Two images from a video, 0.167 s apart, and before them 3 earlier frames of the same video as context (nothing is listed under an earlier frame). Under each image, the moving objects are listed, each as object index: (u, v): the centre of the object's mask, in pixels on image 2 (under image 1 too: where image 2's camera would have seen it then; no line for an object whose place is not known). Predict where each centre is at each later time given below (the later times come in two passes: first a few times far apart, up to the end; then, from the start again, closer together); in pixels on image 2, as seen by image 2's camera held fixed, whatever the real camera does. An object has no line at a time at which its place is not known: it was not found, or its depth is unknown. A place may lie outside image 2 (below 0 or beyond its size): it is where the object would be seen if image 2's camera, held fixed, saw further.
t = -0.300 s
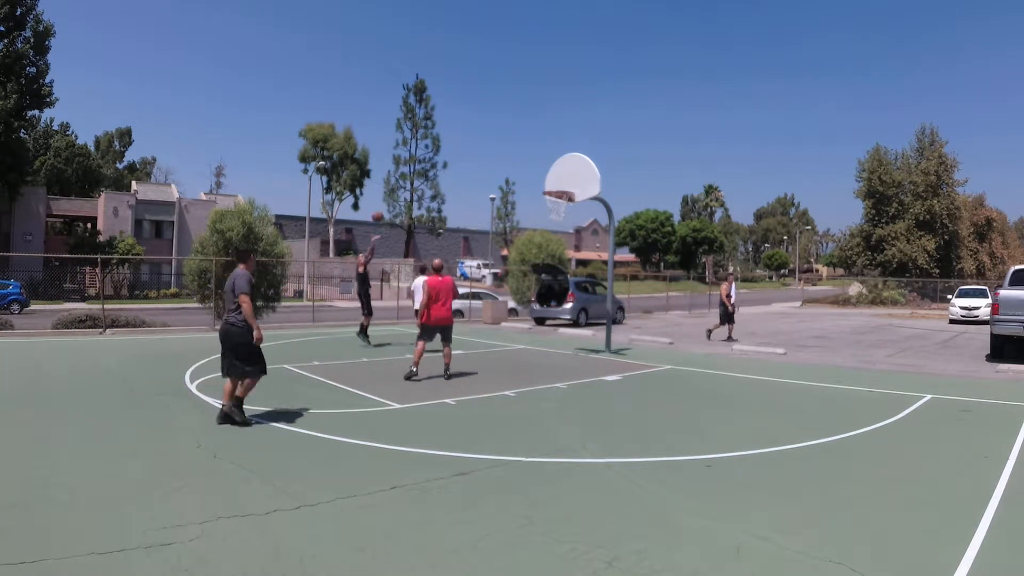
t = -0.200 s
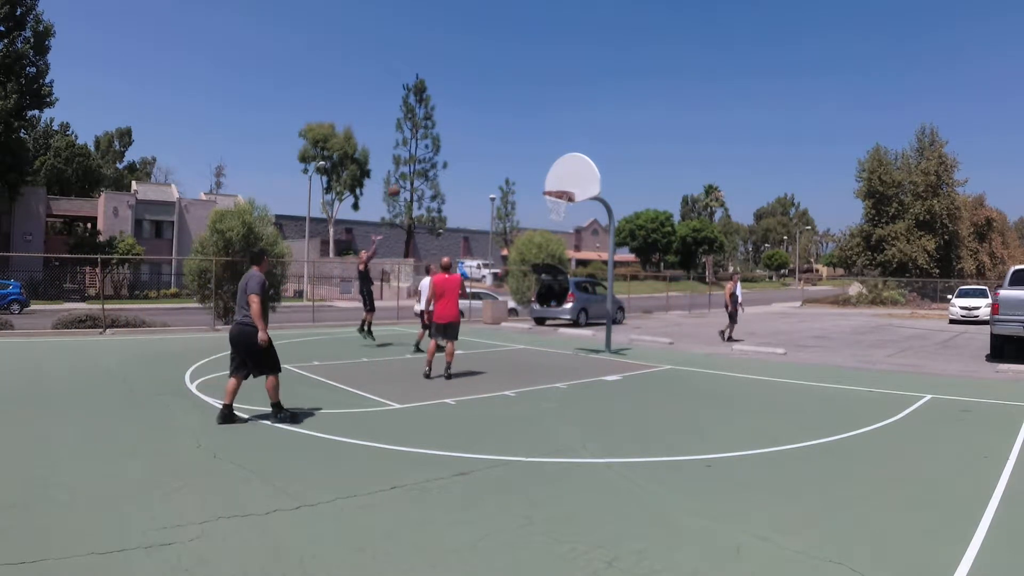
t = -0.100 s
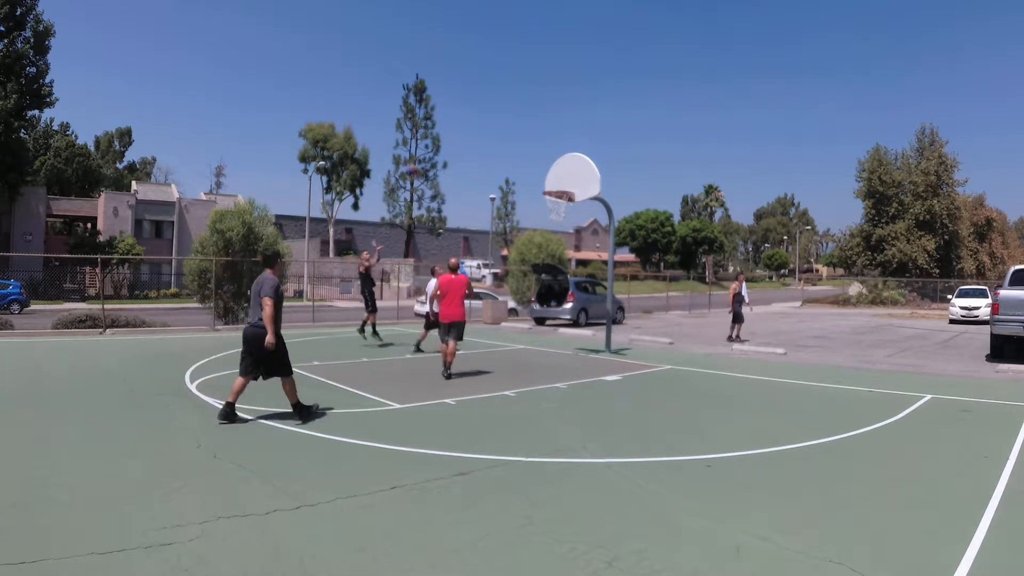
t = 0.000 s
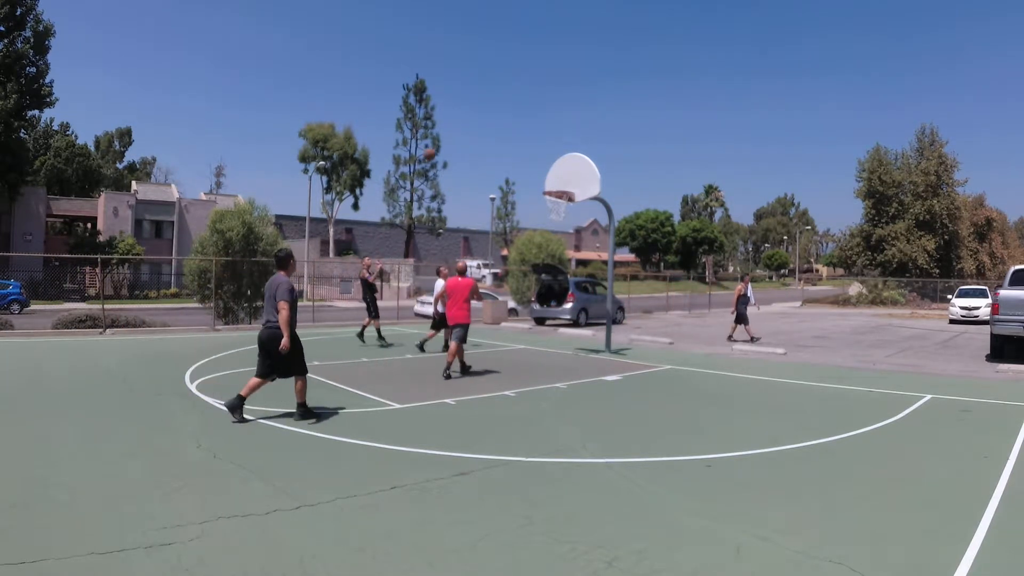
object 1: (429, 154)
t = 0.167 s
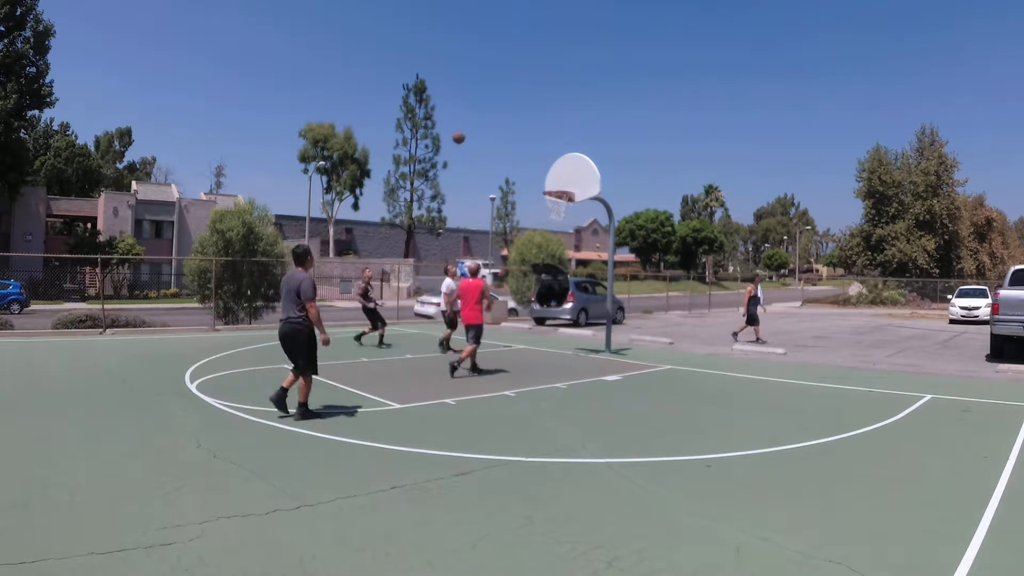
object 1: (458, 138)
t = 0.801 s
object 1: (549, 190)
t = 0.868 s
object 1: (561, 184)
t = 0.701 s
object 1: (557, 181)
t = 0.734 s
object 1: (563, 188)
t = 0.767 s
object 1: (557, 189)
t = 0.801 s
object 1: (549, 190)
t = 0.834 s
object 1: (555, 186)
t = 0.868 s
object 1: (561, 184)
